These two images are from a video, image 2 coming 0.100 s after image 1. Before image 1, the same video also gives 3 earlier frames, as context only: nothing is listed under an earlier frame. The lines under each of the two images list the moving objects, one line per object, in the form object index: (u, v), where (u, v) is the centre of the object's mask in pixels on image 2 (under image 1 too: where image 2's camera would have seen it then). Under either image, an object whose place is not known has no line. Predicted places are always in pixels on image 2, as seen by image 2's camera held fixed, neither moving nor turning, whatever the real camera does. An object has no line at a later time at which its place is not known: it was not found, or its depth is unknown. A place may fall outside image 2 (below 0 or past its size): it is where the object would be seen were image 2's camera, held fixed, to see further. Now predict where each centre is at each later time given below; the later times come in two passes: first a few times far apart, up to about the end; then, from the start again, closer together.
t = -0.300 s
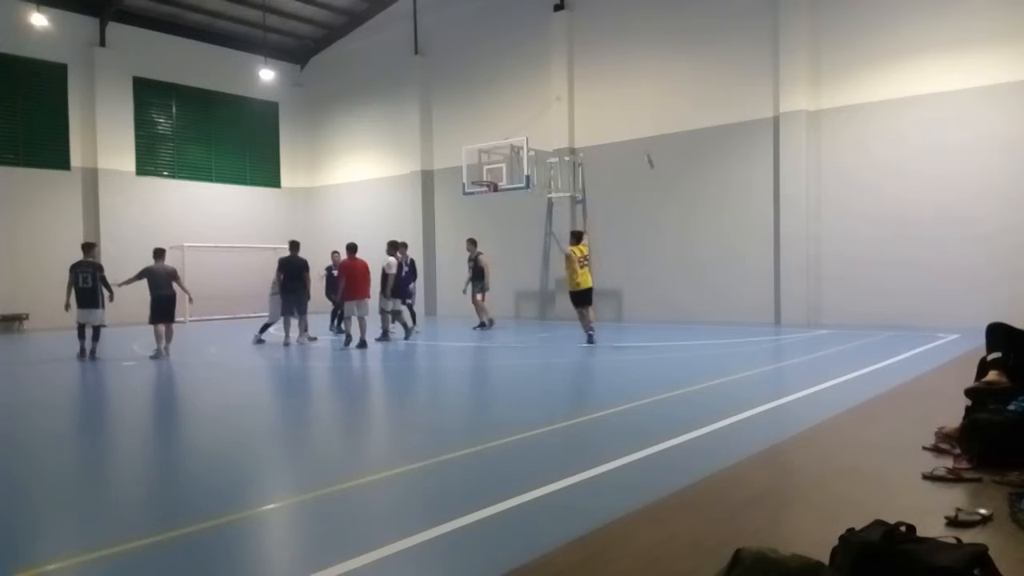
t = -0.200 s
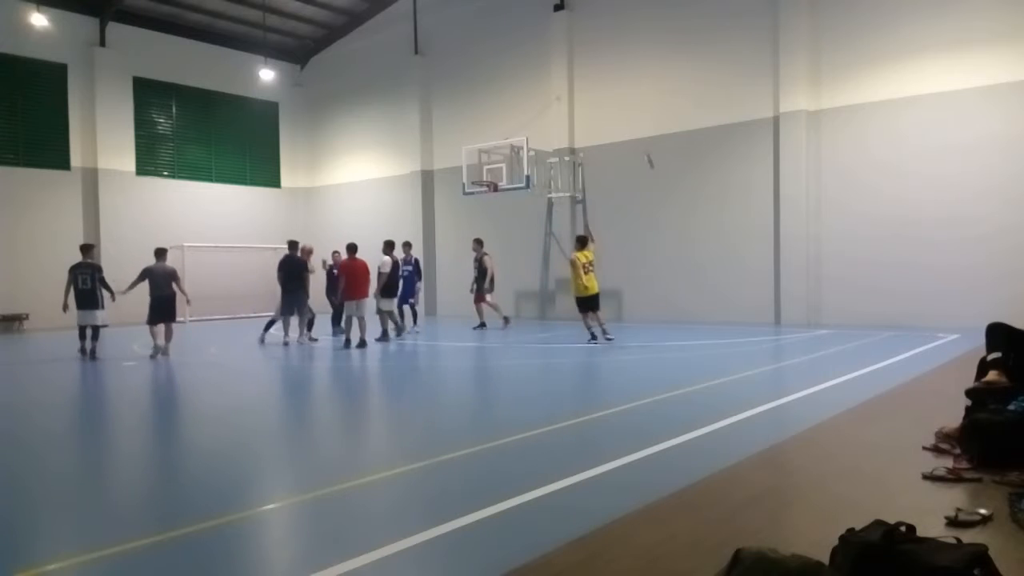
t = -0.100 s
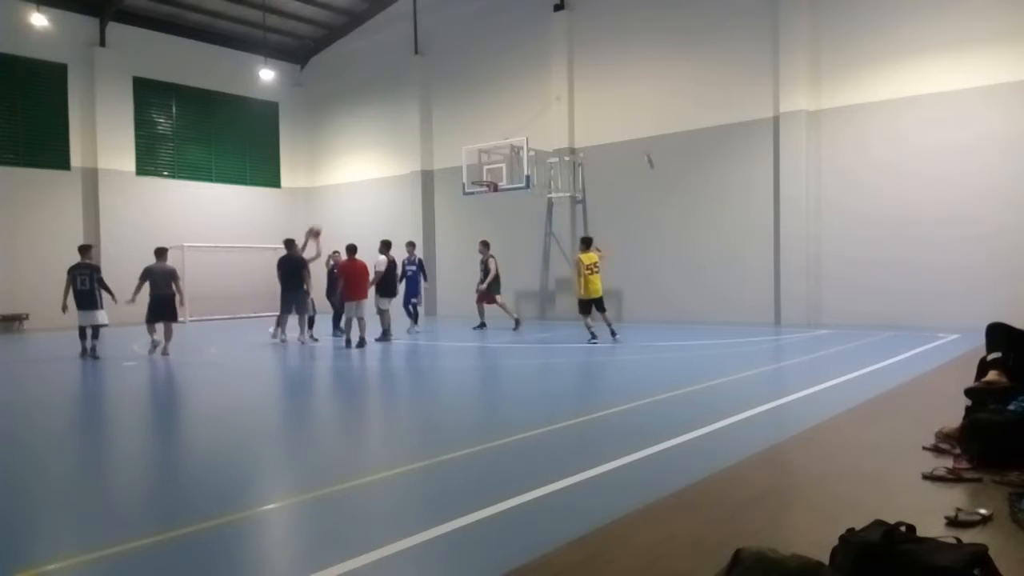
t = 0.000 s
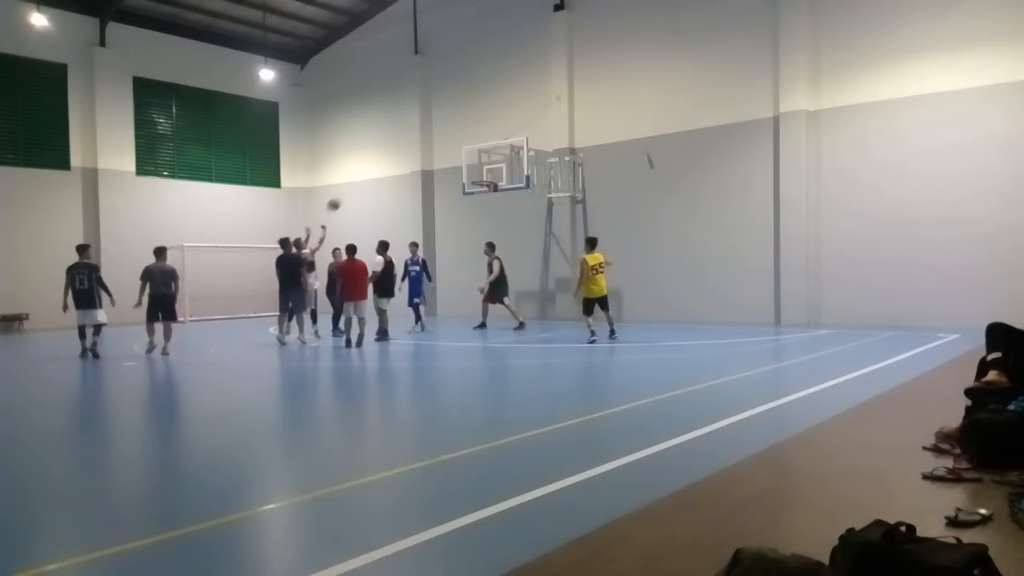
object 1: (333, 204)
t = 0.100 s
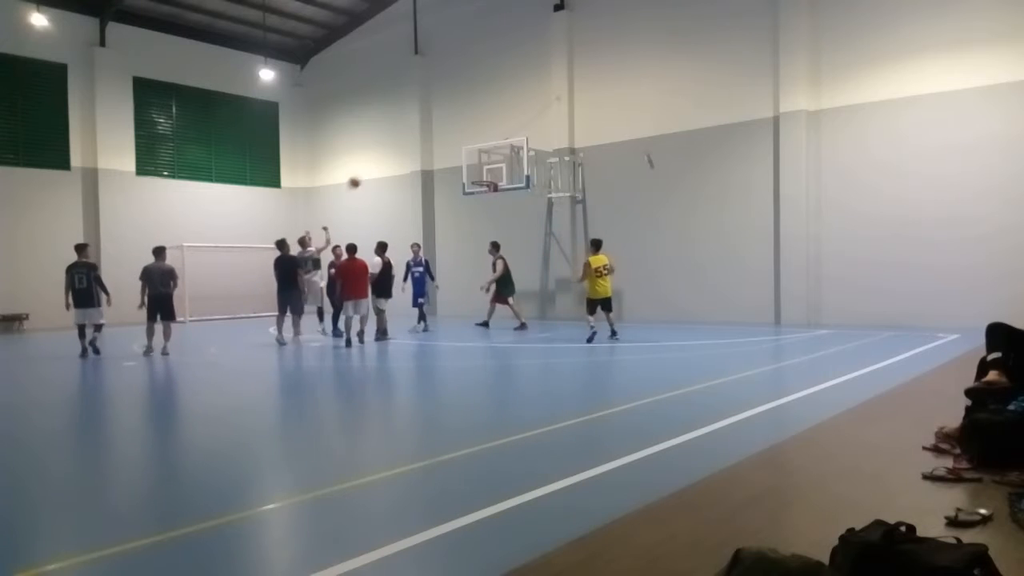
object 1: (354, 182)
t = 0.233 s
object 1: (380, 162)
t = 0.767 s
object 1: (473, 172)
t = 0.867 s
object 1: (483, 172)
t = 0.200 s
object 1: (373, 166)
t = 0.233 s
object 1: (380, 162)
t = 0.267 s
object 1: (386, 159)
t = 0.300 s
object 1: (393, 156)
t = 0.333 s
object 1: (399, 154)
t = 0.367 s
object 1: (405, 152)
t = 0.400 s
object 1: (411, 151)
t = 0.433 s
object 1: (417, 150)
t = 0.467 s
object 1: (422, 150)
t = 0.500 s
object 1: (428, 150)
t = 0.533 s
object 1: (434, 151)
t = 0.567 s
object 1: (441, 153)
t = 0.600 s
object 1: (446, 155)
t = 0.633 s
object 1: (451, 157)
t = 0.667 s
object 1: (457, 160)
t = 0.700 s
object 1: (462, 164)
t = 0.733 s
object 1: (467, 167)
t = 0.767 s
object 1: (473, 172)
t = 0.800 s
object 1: (478, 177)
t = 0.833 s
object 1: (480, 174)
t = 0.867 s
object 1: (483, 172)
